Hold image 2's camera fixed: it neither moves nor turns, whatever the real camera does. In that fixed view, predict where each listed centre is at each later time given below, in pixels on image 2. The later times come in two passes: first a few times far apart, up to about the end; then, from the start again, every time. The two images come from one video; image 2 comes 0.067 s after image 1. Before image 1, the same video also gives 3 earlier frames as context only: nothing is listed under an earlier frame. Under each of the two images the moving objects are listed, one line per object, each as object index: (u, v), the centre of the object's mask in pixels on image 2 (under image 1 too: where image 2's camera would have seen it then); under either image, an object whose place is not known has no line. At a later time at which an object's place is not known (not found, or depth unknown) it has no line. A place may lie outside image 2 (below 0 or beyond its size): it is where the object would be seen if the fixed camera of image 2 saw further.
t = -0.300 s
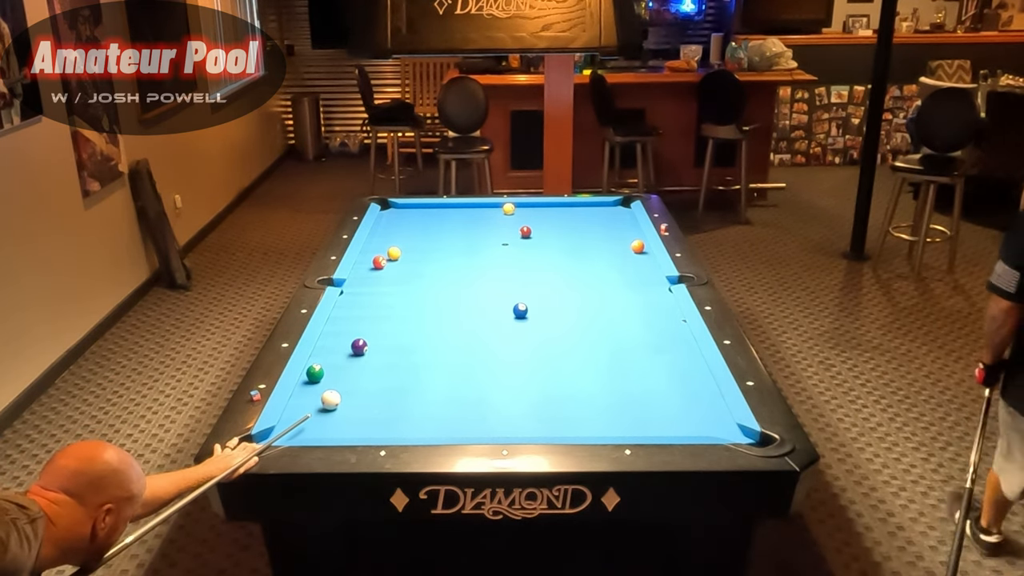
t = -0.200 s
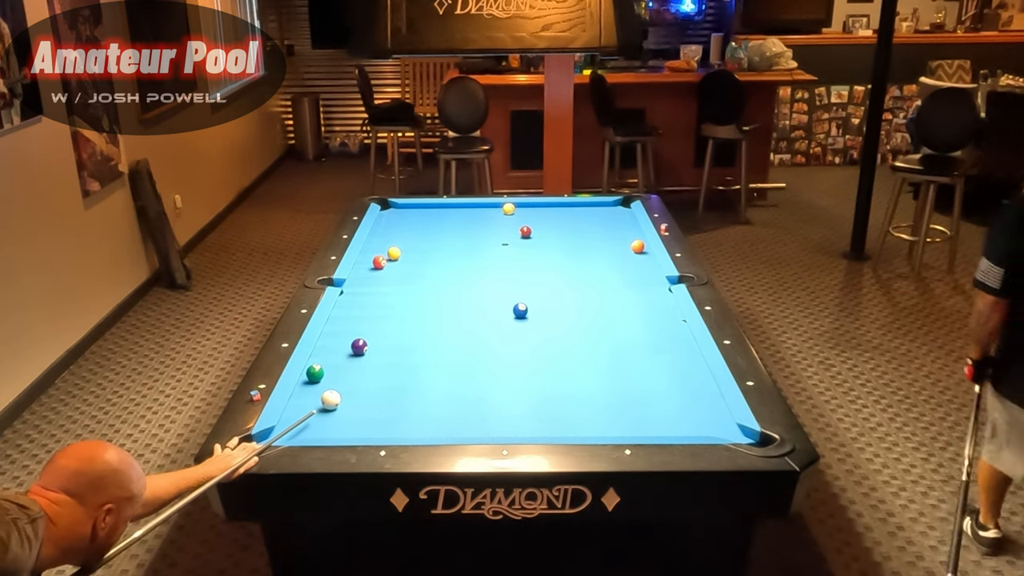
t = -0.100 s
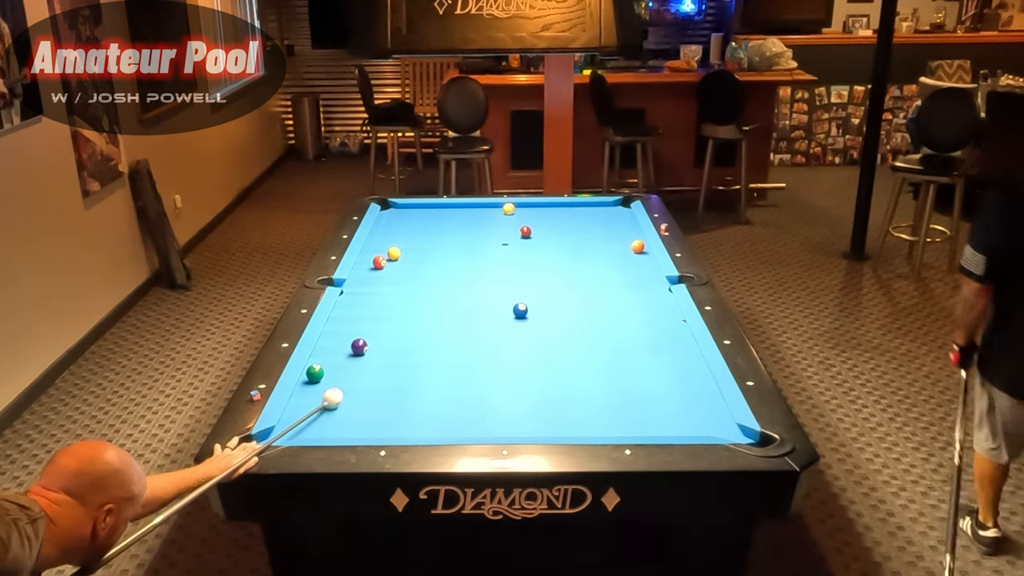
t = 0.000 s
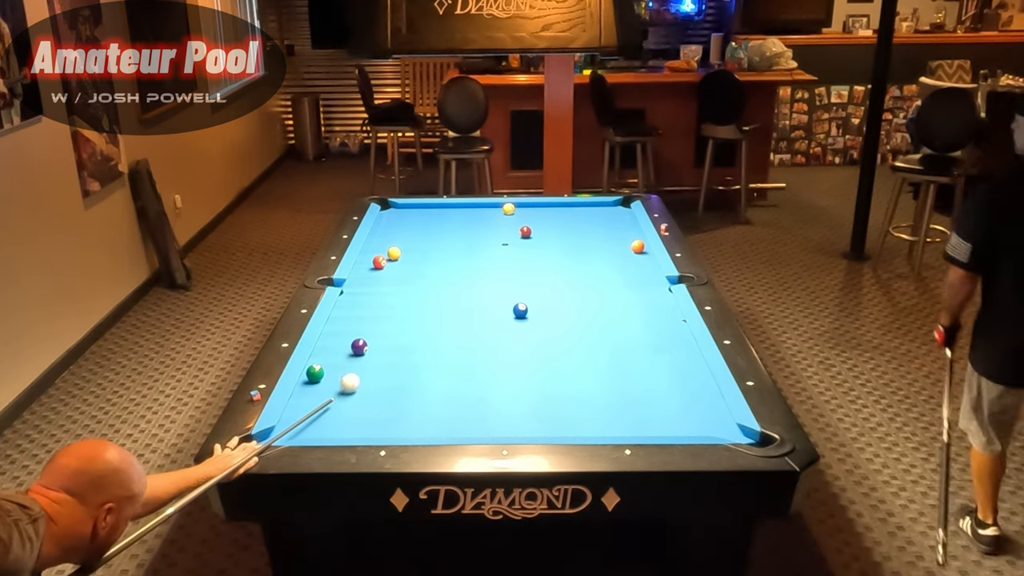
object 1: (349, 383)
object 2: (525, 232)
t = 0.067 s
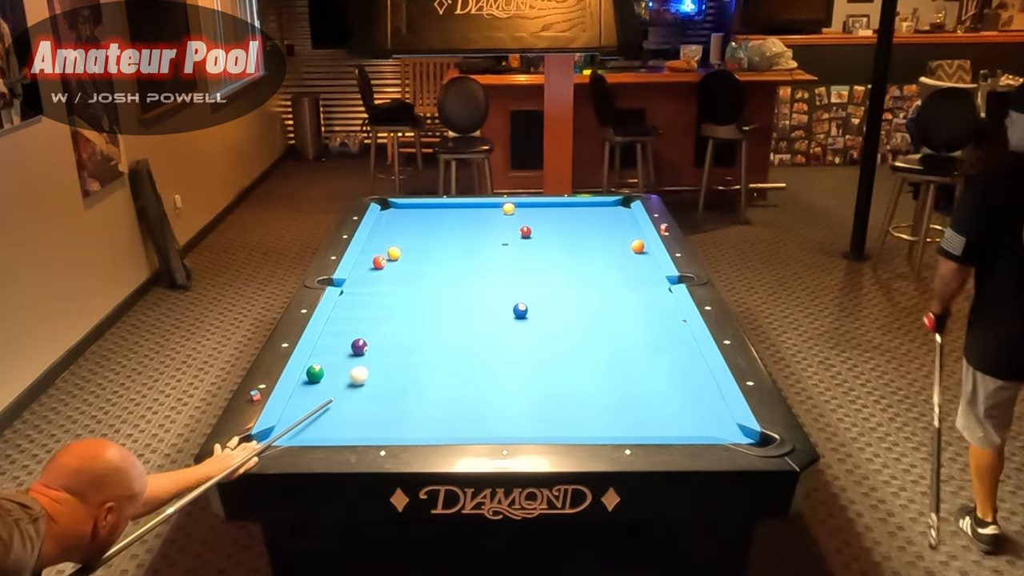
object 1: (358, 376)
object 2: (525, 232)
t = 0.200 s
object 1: (375, 361)
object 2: (525, 232)
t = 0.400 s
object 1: (397, 342)
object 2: (525, 232)
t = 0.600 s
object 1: (417, 325)
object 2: (525, 232)
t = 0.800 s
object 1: (435, 309)
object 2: (525, 232)
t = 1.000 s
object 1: (452, 295)
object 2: (525, 232)
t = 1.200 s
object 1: (467, 283)
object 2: (525, 232)
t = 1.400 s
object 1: (481, 271)
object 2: (525, 232)
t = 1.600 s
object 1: (493, 261)
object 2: (525, 232)
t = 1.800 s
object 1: (505, 251)
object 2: (525, 232)
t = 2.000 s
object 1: (515, 242)
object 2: (525, 231)
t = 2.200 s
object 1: (525, 235)
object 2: (527, 228)
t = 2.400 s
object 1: (530, 234)
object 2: (528, 224)
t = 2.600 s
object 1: (535, 232)
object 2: (531, 221)
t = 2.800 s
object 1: (539, 232)
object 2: (534, 218)
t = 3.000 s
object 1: (543, 231)
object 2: (536, 214)
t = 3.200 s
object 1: (547, 230)
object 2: (539, 211)
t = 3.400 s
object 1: (549, 230)
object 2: (540, 208)
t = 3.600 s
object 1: (551, 229)
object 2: (542, 205)
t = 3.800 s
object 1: (553, 229)
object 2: (544, 205)
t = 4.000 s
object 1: (554, 229)
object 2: (545, 206)
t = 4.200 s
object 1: (555, 228)
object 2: (547, 207)
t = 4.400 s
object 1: (555, 229)
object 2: (547, 208)
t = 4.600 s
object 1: (555, 229)
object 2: (548, 209)
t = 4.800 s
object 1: (555, 229)
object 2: (548, 210)
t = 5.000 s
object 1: (555, 229)
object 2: (549, 210)
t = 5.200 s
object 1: (555, 229)
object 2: (549, 211)
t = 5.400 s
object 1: (555, 229)
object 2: (549, 211)
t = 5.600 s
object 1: (555, 229)
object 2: (549, 211)
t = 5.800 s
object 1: (555, 229)
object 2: (549, 211)
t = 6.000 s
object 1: (555, 229)
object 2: (549, 211)
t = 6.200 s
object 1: (555, 229)
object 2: (549, 211)
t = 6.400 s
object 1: (555, 229)
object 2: (549, 211)
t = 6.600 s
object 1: (555, 229)
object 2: (549, 211)
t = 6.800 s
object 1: (555, 229)
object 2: (549, 211)
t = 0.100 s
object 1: (363, 372)
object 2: (525, 232)
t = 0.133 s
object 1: (367, 368)
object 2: (525, 232)
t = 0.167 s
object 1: (371, 365)
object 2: (525, 232)
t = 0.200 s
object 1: (375, 361)
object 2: (525, 232)
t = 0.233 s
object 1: (379, 358)
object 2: (525, 232)
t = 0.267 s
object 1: (383, 355)
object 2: (525, 232)
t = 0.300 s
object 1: (386, 351)
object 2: (525, 232)
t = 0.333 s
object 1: (390, 348)
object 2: (525, 232)
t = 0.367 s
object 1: (394, 345)
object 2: (525, 232)
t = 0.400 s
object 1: (397, 342)
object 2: (525, 232)
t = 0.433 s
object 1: (401, 339)
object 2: (525, 232)
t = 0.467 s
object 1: (404, 336)
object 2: (525, 232)
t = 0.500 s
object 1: (408, 333)
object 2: (525, 232)
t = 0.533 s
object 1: (411, 330)
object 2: (525, 232)
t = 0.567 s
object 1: (414, 327)
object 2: (525, 232)
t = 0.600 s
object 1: (417, 325)
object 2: (525, 232)
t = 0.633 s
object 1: (420, 322)
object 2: (525, 232)
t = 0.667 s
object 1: (424, 319)
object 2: (525, 232)
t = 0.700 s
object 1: (427, 317)
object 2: (525, 232)
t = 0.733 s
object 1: (429, 315)
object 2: (525, 232)
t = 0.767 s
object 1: (432, 312)
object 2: (525, 232)
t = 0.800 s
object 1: (435, 309)
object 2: (525, 232)
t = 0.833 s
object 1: (438, 307)
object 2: (525, 232)
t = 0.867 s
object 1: (441, 304)
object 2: (525, 232)
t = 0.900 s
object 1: (444, 302)
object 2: (525, 232)
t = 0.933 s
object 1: (447, 300)
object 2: (525, 232)
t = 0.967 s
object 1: (449, 297)
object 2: (525, 232)
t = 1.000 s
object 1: (452, 295)
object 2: (525, 232)
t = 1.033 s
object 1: (455, 293)
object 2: (525, 232)
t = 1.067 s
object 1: (457, 291)
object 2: (525, 232)
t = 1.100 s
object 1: (460, 289)
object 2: (525, 232)
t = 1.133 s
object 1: (462, 287)
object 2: (525, 232)
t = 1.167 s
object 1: (465, 285)
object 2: (525, 232)
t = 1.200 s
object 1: (467, 283)
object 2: (525, 232)
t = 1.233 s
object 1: (470, 280)
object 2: (525, 232)
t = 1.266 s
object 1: (472, 278)
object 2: (525, 232)
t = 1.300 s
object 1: (474, 276)
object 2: (525, 232)
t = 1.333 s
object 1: (476, 275)
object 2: (525, 232)
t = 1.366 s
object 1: (479, 273)
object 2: (525, 232)
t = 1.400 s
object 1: (481, 271)
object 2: (525, 232)
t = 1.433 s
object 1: (483, 269)
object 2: (525, 232)
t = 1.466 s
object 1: (485, 267)
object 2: (525, 232)
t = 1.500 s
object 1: (487, 266)
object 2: (525, 232)
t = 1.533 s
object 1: (489, 264)
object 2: (525, 232)
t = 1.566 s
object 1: (491, 263)
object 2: (525, 232)
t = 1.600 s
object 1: (493, 261)
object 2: (525, 232)
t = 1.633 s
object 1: (495, 260)
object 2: (525, 232)
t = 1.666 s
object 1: (497, 258)
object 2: (525, 232)
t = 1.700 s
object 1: (499, 256)
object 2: (525, 232)
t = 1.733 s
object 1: (501, 254)
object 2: (525, 232)
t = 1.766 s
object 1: (503, 251)
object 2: (525, 232)
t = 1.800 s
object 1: (505, 251)
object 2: (525, 232)
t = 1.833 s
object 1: (507, 250)
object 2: (525, 232)
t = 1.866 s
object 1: (508, 248)
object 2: (525, 232)
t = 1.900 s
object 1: (510, 247)
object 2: (525, 232)
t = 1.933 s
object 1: (512, 245)
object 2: (525, 232)
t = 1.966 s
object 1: (514, 244)
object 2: (525, 232)
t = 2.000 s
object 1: (515, 242)
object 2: (525, 231)
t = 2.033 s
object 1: (518, 241)
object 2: (526, 231)
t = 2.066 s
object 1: (519, 239)
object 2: (526, 231)
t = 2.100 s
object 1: (521, 238)
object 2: (527, 230)
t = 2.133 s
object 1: (522, 236)
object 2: (527, 229)
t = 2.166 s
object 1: (524, 236)
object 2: (527, 228)
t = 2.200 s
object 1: (525, 235)
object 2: (527, 228)
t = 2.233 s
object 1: (525, 235)
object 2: (527, 227)
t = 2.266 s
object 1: (526, 235)
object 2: (527, 226)
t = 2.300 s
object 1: (528, 235)
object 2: (527, 226)
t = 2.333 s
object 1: (528, 234)
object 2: (528, 225)
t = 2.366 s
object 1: (529, 234)
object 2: (528, 225)
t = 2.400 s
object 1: (530, 234)
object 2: (528, 224)
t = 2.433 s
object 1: (531, 234)
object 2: (529, 224)
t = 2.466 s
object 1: (532, 233)
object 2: (530, 223)
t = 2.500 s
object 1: (532, 233)
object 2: (530, 223)
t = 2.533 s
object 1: (533, 233)
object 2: (530, 222)
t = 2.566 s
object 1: (534, 233)
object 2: (531, 222)
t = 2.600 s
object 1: (535, 232)
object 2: (531, 221)
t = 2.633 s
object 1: (536, 232)
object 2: (532, 220)
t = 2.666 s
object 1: (537, 232)
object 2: (532, 220)
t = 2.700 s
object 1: (537, 232)
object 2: (533, 219)
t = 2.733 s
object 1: (538, 232)
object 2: (533, 219)
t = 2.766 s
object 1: (539, 232)
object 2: (534, 218)
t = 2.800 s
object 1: (539, 232)
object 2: (534, 218)
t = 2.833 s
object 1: (540, 231)
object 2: (534, 217)
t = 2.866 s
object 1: (541, 231)
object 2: (535, 216)
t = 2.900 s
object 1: (541, 231)
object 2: (535, 216)
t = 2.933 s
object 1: (542, 231)
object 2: (536, 215)
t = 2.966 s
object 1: (542, 231)
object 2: (536, 215)
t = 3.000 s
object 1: (543, 231)
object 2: (536, 214)
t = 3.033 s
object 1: (544, 231)
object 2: (537, 214)
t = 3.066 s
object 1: (545, 231)
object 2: (537, 213)
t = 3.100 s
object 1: (545, 230)
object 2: (537, 212)
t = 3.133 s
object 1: (546, 230)
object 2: (538, 212)
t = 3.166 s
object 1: (546, 230)
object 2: (538, 211)
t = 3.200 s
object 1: (547, 230)
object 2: (539, 211)
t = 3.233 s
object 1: (547, 230)
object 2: (539, 210)
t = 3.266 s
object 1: (547, 230)
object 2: (539, 210)
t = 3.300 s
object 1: (548, 230)
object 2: (540, 209)
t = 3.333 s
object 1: (548, 230)
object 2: (540, 209)
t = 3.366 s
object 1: (549, 230)
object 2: (540, 208)
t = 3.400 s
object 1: (549, 230)
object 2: (540, 208)
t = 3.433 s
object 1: (550, 229)
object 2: (541, 207)
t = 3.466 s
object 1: (550, 229)
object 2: (541, 207)
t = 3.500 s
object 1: (550, 229)
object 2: (542, 206)
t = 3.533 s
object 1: (551, 229)
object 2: (542, 206)
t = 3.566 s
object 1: (551, 229)
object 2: (542, 206)
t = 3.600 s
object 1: (551, 229)
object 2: (542, 205)
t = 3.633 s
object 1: (552, 229)
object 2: (543, 205)
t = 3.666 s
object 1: (552, 229)
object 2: (543, 204)
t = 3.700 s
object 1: (552, 229)
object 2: (543, 204)
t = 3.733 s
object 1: (553, 229)
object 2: (543, 204)
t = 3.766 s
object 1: (553, 229)
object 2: (544, 204)
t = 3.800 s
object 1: (553, 229)
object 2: (544, 205)
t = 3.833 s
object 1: (554, 229)
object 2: (544, 205)
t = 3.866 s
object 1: (554, 229)
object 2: (544, 205)
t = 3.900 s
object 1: (554, 229)
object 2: (545, 205)
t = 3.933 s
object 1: (554, 229)
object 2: (545, 205)
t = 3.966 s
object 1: (554, 229)
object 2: (545, 206)
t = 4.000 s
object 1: (554, 229)
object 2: (545, 206)
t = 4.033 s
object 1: (555, 229)
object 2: (546, 206)
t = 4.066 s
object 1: (555, 229)
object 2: (546, 206)
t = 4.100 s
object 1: (555, 229)
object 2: (546, 206)
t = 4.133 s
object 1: (555, 228)
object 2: (546, 207)
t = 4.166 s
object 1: (555, 229)
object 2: (546, 207)
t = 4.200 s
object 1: (555, 228)
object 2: (547, 207)
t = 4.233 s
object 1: (555, 228)
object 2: (547, 207)
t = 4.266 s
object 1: (555, 228)
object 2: (547, 208)
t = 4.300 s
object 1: (555, 228)
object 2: (547, 208)
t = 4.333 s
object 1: (555, 228)
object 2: (547, 208)
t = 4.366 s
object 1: (555, 228)
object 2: (547, 208)
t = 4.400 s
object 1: (555, 229)
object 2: (547, 208)
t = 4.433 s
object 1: (555, 228)
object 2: (547, 208)
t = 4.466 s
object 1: (555, 229)
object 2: (548, 208)
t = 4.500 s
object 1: (555, 229)
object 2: (548, 209)
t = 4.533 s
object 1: (555, 229)
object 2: (548, 209)
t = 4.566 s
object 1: (555, 229)
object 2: (548, 209)
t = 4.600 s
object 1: (555, 229)
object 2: (548, 209)
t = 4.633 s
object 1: (555, 229)
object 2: (548, 209)
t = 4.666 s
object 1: (555, 229)
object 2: (548, 210)
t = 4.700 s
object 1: (555, 229)
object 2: (548, 210)
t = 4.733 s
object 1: (555, 229)
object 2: (548, 210)
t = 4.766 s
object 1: (555, 229)
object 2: (548, 210)
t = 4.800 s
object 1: (555, 229)
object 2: (548, 210)
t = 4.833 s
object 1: (555, 229)
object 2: (549, 210)
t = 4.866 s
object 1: (555, 229)
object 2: (549, 210)
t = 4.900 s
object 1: (555, 229)
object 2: (549, 210)
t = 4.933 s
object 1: (555, 229)
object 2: (549, 210)
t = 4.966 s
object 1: (555, 229)
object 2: (549, 210)
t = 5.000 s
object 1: (555, 229)
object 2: (549, 210)
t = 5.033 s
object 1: (555, 229)
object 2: (549, 210)
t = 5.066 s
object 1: (555, 229)
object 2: (549, 211)
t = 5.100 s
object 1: (555, 229)
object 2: (549, 211)
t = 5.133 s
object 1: (555, 229)
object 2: (549, 211)
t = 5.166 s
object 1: (555, 229)
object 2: (549, 211)
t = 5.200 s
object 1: (555, 229)
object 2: (549, 211)
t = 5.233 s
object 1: (555, 229)
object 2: (549, 211)
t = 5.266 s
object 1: (555, 229)
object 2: (549, 211)
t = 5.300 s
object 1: (555, 229)
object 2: (549, 211)
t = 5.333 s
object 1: (555, 229)
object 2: (549, 211)
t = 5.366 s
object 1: (555, 229)
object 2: (549, 211)
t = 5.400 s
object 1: (555, 229)
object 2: (549, 211)
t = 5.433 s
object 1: (555, 229)
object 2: (549, 211)
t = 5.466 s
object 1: (555, 229)
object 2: (549, 211)
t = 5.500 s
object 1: (555, 229)
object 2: (549, 211)
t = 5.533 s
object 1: (555, 229)
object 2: (549, 211)
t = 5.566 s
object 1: (555, 229)
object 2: (549, 211)
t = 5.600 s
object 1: (555, 229)
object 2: (549, 211)
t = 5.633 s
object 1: (555, 229)
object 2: (549, 211)
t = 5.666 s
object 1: (555, 229)
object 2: (549, 211)
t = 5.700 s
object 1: (555, 229)
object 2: (549, 211)
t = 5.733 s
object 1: (555, 229)
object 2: (549, 211)
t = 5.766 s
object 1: (555, 229)
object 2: (549, 211)
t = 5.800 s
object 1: (555, 229)
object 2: (549, 211)
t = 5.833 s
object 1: (555, 229)
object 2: (549, 211)
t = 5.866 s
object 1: (555, 229)
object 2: (549, 211)
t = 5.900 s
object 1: (555, 229)
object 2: (549, 211)
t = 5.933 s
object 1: (555, 229)
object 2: (549, 211)
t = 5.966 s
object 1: (555, 229)
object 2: (549, 211)
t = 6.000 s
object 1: (555, 229)
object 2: (549, 211)
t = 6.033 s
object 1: (555, 229)
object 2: (549, 211)
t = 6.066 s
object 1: (555, 229)
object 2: (549, 211)
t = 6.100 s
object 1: (555, 229)
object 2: (549, 211)
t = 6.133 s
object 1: (555, 229)
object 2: (549, 211)
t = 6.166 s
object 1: (555, 229)
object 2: (549, 211)
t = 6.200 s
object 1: (555, 229)
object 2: (549, 211)
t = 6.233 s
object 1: (555, 229)
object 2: (549, 211)
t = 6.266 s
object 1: (555, 229)
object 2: (549, 211)
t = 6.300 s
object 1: (555, 229)
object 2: (549, 211)
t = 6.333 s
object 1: (555, 229)
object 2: (549, 211)
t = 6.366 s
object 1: (555, 229)
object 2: (549, 211)
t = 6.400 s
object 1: (555, 229)
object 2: (549, 211)
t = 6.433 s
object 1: (555, 229)
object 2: (549, 211)
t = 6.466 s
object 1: (555, 229)
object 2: (549, 211)
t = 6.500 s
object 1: (555, 229)
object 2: (549, 211)
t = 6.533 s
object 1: (555, 229)
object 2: (549, 212)
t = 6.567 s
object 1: (555, 229)
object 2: (549, 212)
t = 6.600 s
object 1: (555, 229)
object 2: (549, 211)
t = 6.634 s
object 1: (555, 229)
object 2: (549, 211)
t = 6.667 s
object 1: (555, 229)
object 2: (549, 211)
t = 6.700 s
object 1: (555, 229)
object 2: (549, 211)
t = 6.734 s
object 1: (555, 229)
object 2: (549, 211)
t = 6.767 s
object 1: (555, 229)
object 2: (549, 211)
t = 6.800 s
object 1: (555, 229)
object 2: (549, 211)
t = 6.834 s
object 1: (555, 229)
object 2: (549, 211)
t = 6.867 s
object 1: (555, 229)
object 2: (549, 211)
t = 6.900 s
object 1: (555, 229)
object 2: (549, 211)
